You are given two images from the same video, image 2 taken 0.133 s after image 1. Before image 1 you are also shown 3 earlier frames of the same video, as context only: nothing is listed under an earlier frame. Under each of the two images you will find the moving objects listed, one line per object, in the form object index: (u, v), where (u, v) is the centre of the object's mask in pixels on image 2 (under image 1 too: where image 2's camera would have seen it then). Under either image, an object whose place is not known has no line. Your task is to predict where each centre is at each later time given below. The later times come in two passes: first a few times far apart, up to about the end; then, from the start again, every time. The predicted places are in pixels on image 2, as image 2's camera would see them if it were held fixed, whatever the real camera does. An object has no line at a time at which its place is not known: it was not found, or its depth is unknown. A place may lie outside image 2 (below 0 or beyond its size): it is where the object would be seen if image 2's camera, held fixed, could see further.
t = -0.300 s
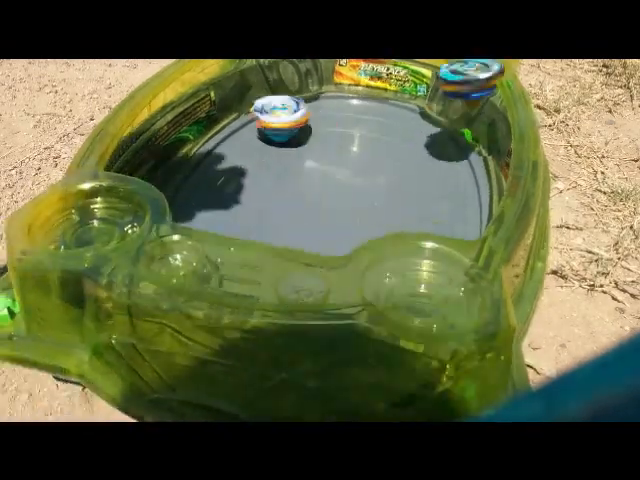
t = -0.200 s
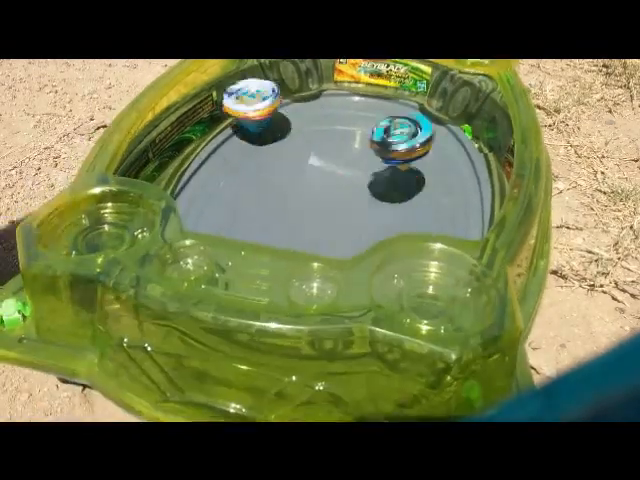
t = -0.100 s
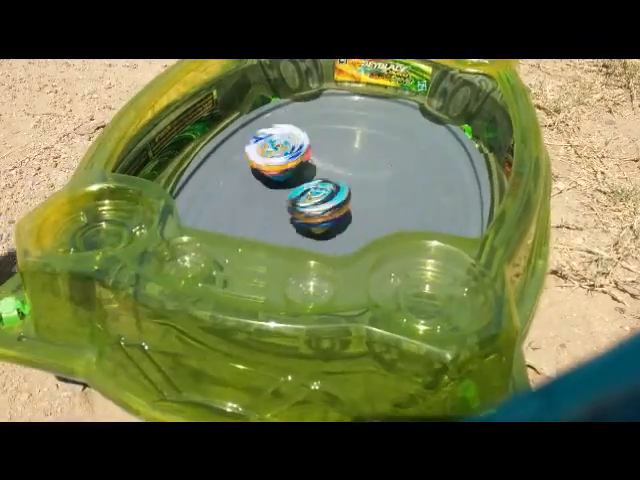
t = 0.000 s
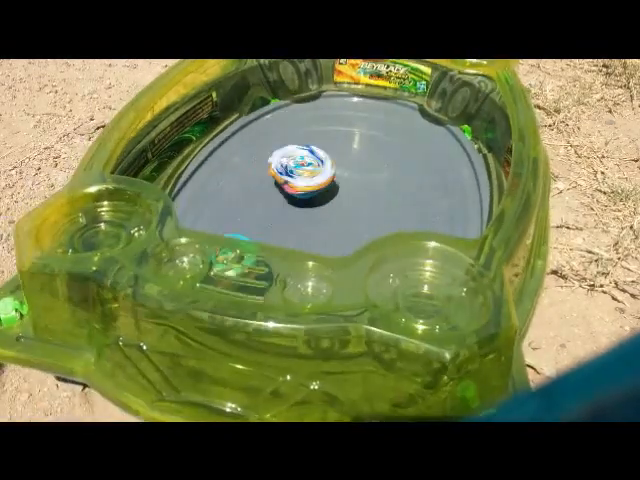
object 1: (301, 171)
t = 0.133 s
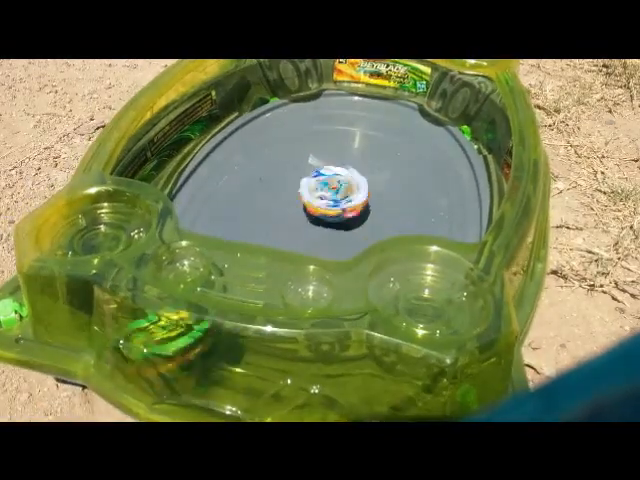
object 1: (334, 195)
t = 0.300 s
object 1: (382, 204)
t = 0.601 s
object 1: (414, 166)
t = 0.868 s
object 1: (375, 167)
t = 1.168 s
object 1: (354, 160)
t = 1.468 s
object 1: (357, 211)
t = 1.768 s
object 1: (454, 139)
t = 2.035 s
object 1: (395, 133)
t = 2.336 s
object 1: (369, 141)
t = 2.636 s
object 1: (353, 146)
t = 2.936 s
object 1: (378, 191)
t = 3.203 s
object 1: (412, 185)
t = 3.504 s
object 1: (364, 196)
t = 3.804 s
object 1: (327, 209)
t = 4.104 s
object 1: (325, 211)
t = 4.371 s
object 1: (323, 197)
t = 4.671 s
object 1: (370, 108)
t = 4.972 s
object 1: (397, 90)
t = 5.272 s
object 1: (411, 121)
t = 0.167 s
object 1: (343, 198)
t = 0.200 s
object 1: (354, 201)
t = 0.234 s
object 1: (363, 205)
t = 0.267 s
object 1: (371, 206)
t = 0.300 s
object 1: (382, 204)
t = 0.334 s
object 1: (391, 203)
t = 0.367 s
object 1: (400, 200)
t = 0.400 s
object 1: (409, 197)
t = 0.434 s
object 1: (415, 192)
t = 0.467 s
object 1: (418, 187)
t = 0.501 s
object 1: (422, 181)
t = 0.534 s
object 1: (420, 175)
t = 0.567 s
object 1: (418, 170)
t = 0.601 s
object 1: (414, 166)
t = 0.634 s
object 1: (405, 164)
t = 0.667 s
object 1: (395, 164)
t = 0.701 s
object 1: (386, 165)
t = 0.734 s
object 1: (376, 168)
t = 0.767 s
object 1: (367, 172)
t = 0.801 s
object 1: (361, 175)
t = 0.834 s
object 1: (371, 171)
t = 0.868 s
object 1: (375, 167)
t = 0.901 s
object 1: (379, 164)
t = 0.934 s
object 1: (381, 160)
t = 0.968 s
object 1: (380, 158)
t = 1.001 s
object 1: (379, 155)
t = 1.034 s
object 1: (374, 153)
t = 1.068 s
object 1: (369, 152)
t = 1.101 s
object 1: (365, 153)
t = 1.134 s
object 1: (359, 157)
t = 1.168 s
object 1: (354, 160)
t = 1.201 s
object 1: (350, 166)
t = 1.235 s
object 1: (348, 170)
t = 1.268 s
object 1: (348, 176)
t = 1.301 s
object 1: (347, 182)
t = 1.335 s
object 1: (347, 188)
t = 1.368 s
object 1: (348, 193)
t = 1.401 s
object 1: (352, 199)
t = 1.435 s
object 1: (355, 206)
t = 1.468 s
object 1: (357, 211)
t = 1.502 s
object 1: (370, 213)
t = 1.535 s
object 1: (398, 204)
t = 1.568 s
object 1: (422, 195)
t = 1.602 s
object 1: (441, 182)
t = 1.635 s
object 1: (457, 173)
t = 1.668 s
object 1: (468, 163)
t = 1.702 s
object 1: (468, 148)
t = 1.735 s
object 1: (464, 143)
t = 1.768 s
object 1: (454, 139)
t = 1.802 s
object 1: (443, 135)
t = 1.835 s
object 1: (432, 130)
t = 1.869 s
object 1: (425, 127)
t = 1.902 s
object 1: (419, 126)
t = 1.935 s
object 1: (415, 126)
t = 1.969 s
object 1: (409, 128)
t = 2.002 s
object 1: (402, 129)
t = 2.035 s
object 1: (395, 133)
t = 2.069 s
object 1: (388, 137)
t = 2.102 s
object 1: (380, 141)
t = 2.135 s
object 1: (370, 146)
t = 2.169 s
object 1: (361, 152)
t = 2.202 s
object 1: (355, 158)
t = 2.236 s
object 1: (355, 156)
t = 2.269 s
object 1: (363, 151)
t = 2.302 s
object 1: (367, 144)
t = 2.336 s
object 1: (369, 141)
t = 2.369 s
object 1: (368, 139)
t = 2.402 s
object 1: (367, 136)
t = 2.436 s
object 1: (364, 134)
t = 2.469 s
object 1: (362, 133)
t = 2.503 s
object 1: (360, 134)
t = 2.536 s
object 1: (359, 136)
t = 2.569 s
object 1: (357, 138)
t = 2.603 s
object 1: (355, 142)
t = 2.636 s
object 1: (353, 146)
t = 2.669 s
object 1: (353, 152)
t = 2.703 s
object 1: (354, 156)
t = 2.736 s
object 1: (355, 162)
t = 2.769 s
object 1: (357, 168)
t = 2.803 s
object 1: (358, 175)
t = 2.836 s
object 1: (360, 181)
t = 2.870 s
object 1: (363, 187)
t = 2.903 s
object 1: (369, 190)
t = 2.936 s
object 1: (378, 191)
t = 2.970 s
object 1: (384, 192)
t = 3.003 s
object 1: (390, 193)
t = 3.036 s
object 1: (396, 192)
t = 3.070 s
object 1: (403, 192)
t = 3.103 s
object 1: (407, 190)
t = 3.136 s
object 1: (409, 190)
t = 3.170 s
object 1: (411, 188)
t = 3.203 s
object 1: (412, 185)
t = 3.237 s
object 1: (408, 183)
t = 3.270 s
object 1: (405, 183)
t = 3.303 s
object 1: (400, 183)
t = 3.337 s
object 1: (395, 184)
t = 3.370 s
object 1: (388, 185)
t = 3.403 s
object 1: (382, 187)
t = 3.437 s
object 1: (375, 190)
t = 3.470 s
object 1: (367, 193)
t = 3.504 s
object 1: (364, 196)
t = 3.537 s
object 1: (362, 194)
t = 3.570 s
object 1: (358, 193)
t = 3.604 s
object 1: (354, 194)
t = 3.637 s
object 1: (350, 196)
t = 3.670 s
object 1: (344, 198)
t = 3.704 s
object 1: (339, 200)
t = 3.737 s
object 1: (335, 203)
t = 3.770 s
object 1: (330, 205)
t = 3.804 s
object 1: (327, 209)
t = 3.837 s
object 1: (324, 211)
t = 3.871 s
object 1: (321, 214)
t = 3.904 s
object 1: (319, 217)
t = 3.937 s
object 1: (320, 216)
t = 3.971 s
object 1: (321, 218)
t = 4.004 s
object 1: (323, 216)
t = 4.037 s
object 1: (323, 215)
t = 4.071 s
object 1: (325, 214)
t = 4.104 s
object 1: (325, 211)
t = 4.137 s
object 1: (326, 210)
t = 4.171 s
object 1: (325, 206)
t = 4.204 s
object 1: (324, 206)
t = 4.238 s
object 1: (324, 203)
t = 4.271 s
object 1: (324, 202)
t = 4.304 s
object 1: (324, 200)
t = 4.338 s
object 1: (322, 198)
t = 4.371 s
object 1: (323, 197)
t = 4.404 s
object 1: (323, 193)
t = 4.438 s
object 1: (335, 180)
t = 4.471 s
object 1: (344, 167)
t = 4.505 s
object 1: (351, 157)
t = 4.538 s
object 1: (357, 145)
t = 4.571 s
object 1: (360, 134)
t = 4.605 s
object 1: (363, 124)
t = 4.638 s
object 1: (367, 116)
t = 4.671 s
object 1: (370, 108)
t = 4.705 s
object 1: (373, 102)
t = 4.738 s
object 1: (377, 97)
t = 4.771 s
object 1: (379, 93)
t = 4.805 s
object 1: (382, 89)
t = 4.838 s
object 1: (385, 86)
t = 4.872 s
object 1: (386, 87)
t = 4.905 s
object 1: (388, 88)
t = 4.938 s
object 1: (392, 89)
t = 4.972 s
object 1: (397, 90)
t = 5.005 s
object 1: (402, 91)
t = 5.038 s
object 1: (404, 92)
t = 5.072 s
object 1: (407, 95)
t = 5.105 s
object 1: (410, 99)
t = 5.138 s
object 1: (412, 103)
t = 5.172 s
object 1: (415, 105)
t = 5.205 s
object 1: (415, 109)
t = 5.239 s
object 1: (412, 116)
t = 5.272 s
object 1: (411, 121)
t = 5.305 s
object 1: (410, 125)
